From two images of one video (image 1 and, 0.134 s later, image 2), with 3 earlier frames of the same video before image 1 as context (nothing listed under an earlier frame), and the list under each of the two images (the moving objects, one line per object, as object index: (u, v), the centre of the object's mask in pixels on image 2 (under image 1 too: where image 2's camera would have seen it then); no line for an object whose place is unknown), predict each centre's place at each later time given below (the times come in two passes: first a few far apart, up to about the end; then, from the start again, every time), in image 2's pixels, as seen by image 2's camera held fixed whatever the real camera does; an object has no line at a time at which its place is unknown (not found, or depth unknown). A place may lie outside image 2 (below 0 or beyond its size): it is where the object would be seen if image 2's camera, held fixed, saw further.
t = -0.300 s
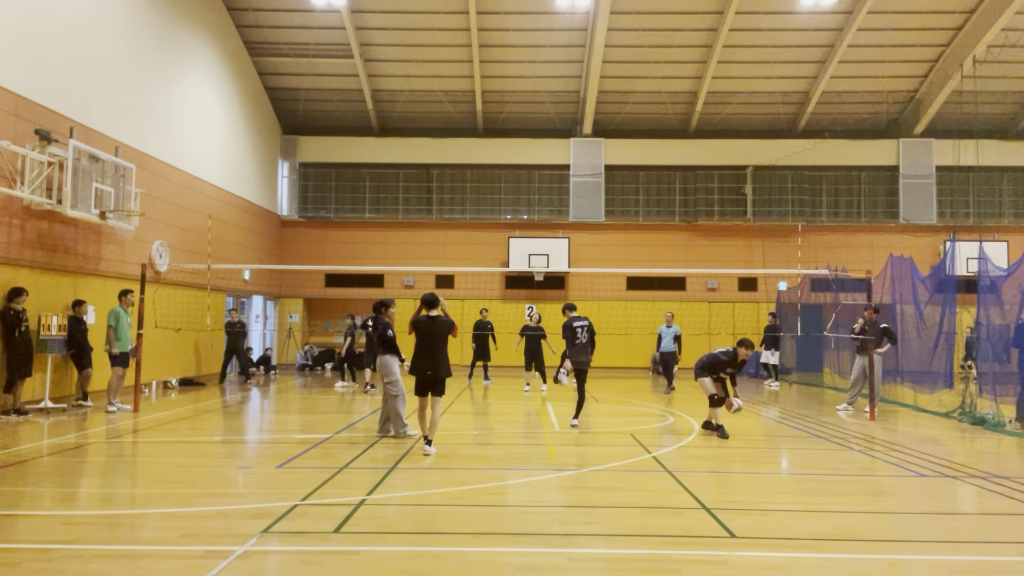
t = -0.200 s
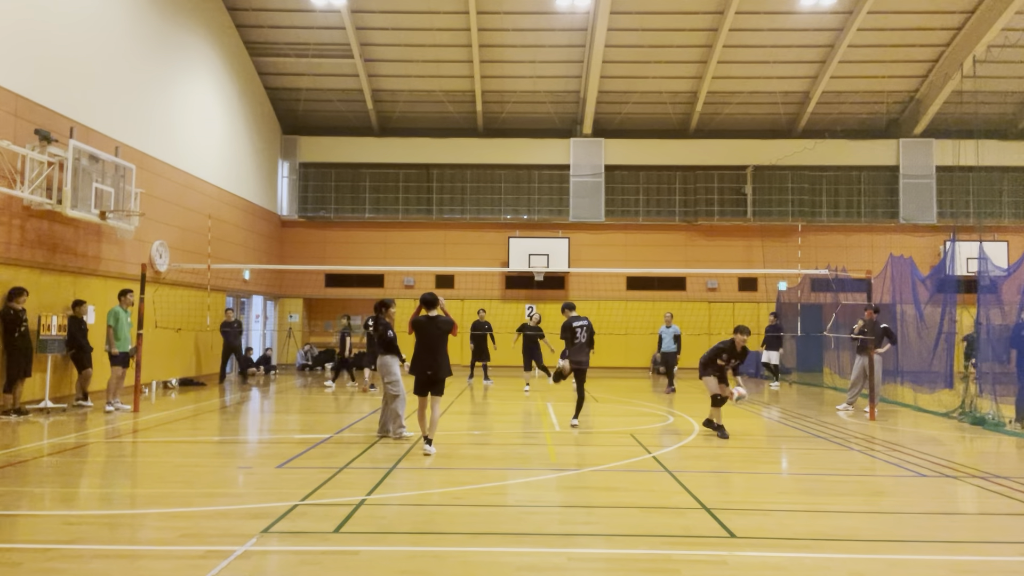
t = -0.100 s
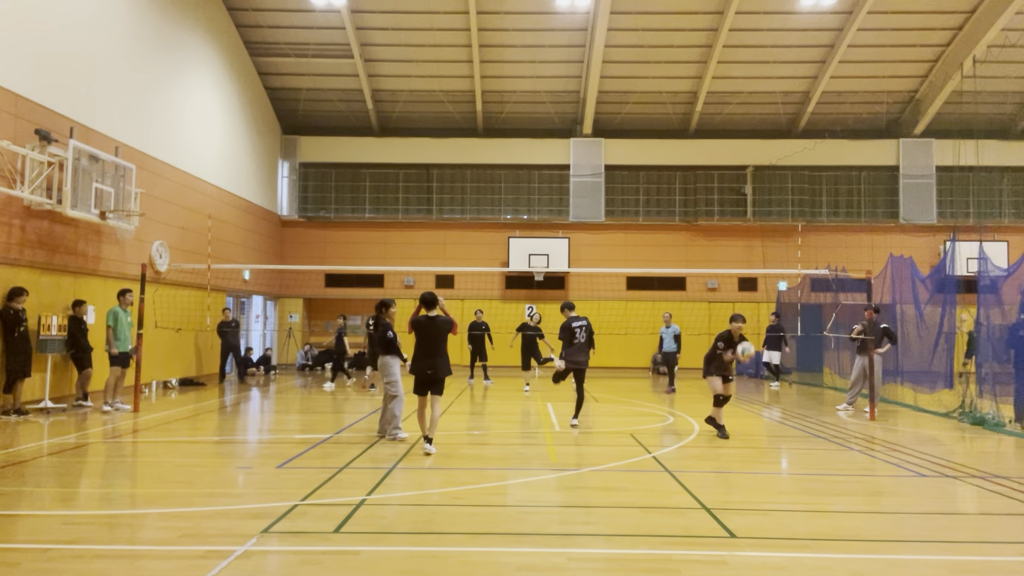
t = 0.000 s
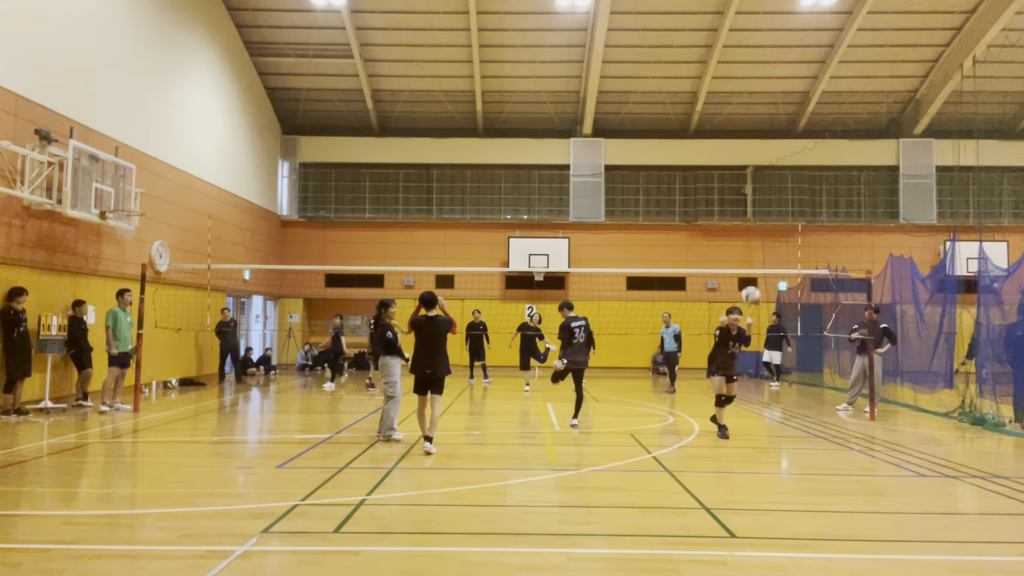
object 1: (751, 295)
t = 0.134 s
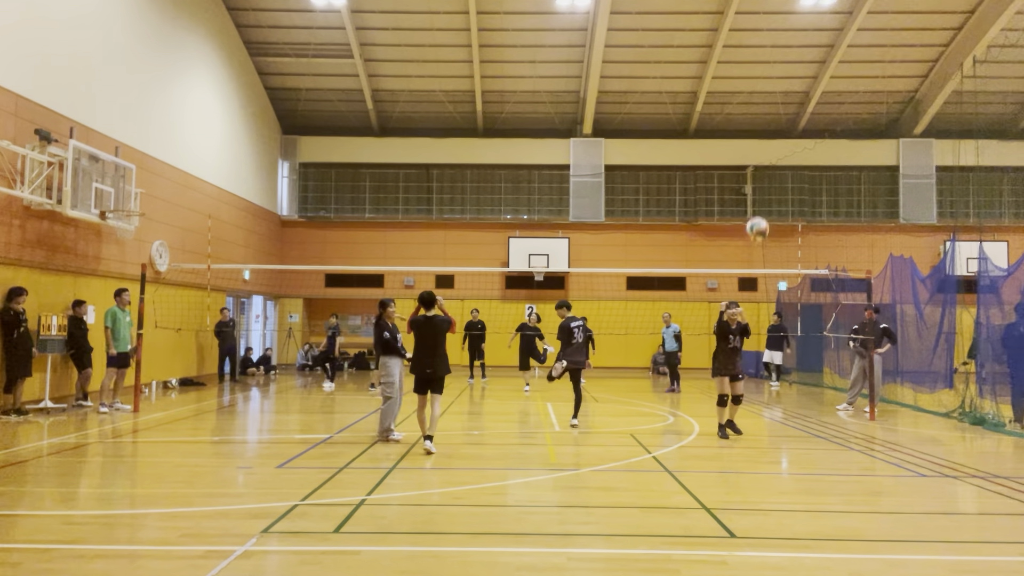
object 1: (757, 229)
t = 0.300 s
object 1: (764, 152)
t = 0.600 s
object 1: (778, 55)
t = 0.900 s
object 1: (806, 82)
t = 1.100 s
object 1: (847, 294)
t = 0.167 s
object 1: (758, 213)
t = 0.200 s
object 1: (760, 197)
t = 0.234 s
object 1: (761, 182)
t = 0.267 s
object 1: (762, 167)
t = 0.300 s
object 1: (764, 152)
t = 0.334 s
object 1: (765, 138)
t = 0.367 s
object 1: (766, 125)
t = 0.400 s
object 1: (768, 113)
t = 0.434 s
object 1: (770, 100)
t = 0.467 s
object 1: (771, 89)
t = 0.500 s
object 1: (773, 79)
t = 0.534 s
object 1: (775, 70)
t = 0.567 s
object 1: (777, 61)
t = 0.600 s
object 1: (778, 55)
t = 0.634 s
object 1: (781, 49)
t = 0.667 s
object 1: (783, 46)
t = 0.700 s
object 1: (785, 44)
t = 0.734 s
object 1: (788, 43)
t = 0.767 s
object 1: (791, 45)
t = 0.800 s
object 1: (794, 50)
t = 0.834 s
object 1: (798, 57)
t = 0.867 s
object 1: (802, 68)
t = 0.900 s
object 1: (806, 82)
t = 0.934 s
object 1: (811, 102)
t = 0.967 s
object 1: (816, 124)
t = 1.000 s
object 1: (822, 155)
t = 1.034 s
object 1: (829, 190)
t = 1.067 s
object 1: (838, 234)
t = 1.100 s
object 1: (847, 294)
